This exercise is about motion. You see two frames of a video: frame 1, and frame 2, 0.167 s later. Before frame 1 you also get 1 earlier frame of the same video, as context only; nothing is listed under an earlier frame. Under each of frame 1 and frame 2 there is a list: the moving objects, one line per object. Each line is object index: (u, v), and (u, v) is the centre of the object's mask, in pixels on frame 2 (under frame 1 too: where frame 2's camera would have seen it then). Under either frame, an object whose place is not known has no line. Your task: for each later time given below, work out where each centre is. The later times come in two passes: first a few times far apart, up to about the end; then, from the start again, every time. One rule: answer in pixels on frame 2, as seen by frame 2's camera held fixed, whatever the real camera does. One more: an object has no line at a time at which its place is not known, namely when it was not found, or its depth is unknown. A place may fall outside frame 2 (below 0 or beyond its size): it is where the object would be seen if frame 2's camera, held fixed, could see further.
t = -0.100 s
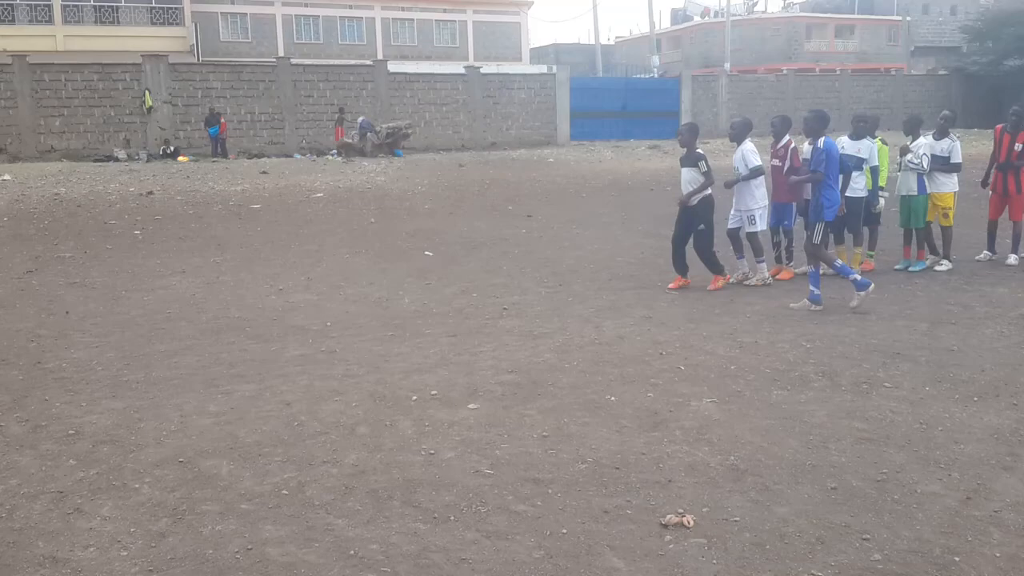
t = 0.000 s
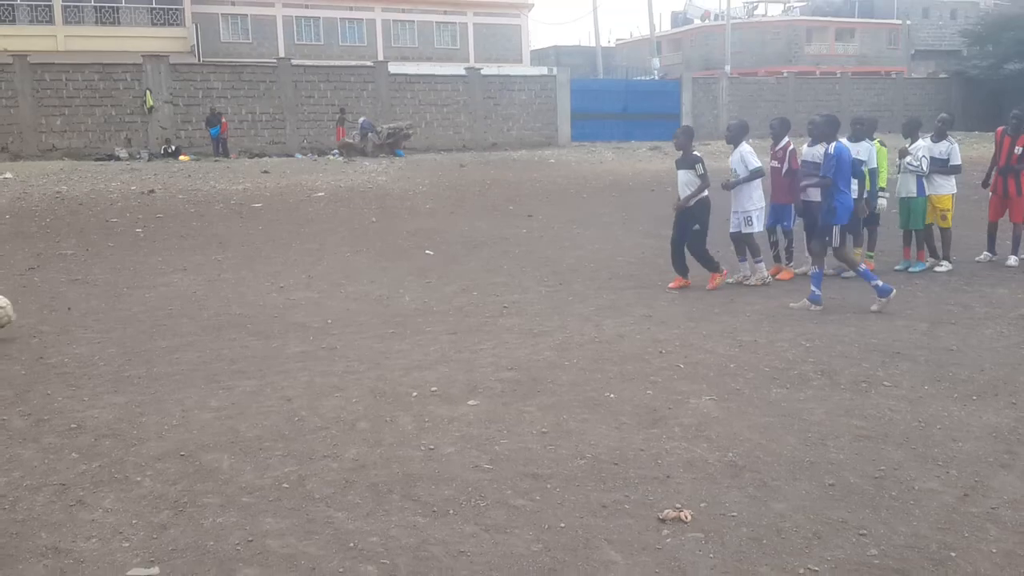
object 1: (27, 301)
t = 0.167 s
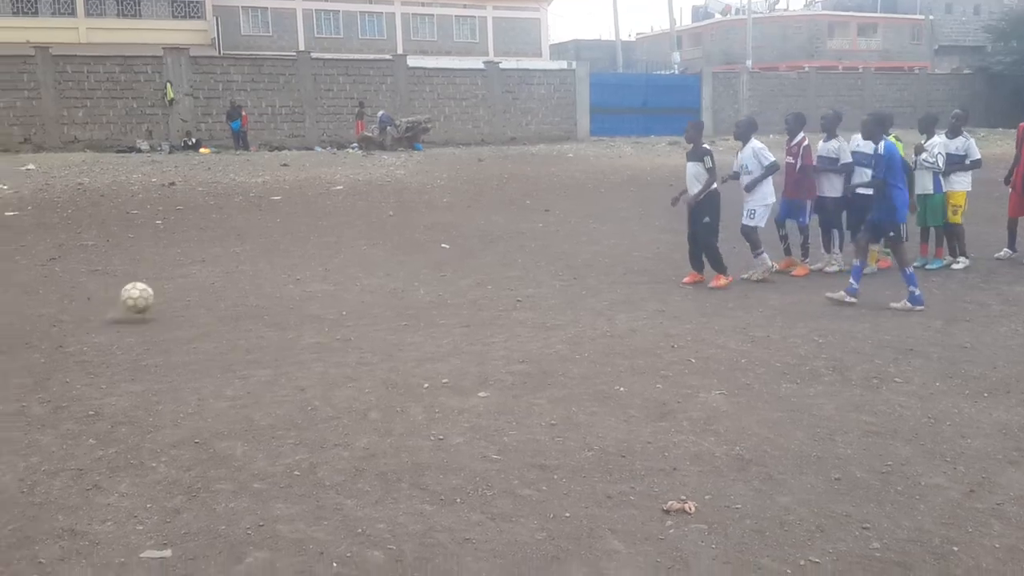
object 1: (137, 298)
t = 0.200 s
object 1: (156, 294)
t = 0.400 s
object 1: (265, 298)
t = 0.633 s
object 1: (365, 294)
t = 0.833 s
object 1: (444, 293)
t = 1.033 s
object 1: (514, 288)
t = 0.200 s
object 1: (156, 294)
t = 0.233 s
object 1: (175, 294)
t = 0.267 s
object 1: (194, 293)
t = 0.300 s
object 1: (214, 295)
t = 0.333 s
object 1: (233, 299)
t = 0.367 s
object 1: (249, 301)
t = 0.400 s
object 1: (265, 298)
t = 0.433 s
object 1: (280, 296)
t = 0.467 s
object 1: (294, 296)
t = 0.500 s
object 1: (308, 297)
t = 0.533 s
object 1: (323, 298)
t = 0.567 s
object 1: (336, 296)
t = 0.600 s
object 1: (351, 295)
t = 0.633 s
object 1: (365, 294)
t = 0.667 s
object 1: (378, 296)
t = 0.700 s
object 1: (392, 294)
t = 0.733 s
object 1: (405, 292)
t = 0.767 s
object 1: (418, 290)
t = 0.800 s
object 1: (430, 292)
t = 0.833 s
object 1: (444, 293)
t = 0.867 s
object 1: (456, 291)
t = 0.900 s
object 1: (468, 287)
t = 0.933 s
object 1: (479, 285)
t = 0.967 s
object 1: (492, 285)
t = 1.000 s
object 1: (503, 286)
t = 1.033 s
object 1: (514, 288)
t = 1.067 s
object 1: (523, 282)
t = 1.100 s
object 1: (533, 275)
